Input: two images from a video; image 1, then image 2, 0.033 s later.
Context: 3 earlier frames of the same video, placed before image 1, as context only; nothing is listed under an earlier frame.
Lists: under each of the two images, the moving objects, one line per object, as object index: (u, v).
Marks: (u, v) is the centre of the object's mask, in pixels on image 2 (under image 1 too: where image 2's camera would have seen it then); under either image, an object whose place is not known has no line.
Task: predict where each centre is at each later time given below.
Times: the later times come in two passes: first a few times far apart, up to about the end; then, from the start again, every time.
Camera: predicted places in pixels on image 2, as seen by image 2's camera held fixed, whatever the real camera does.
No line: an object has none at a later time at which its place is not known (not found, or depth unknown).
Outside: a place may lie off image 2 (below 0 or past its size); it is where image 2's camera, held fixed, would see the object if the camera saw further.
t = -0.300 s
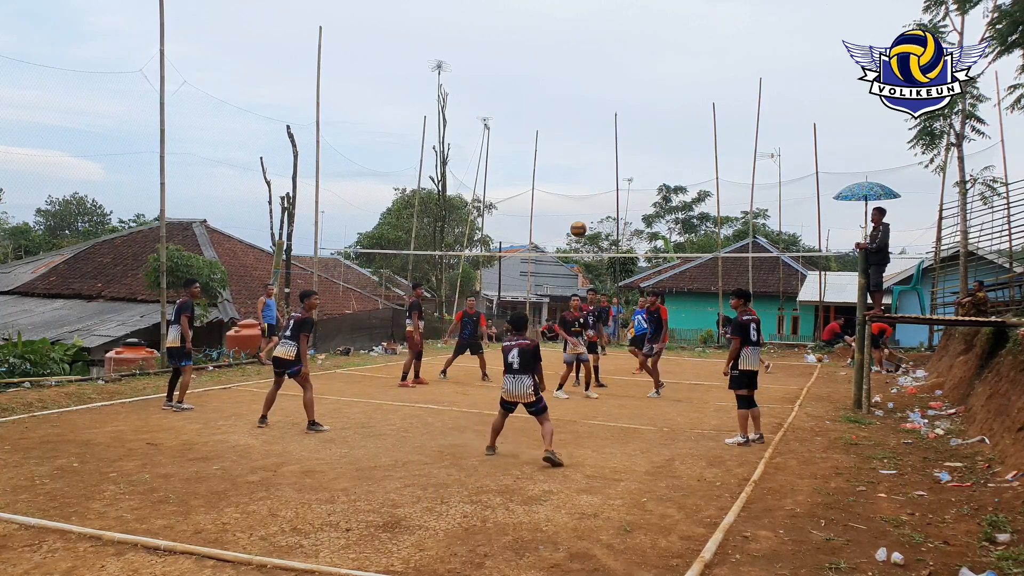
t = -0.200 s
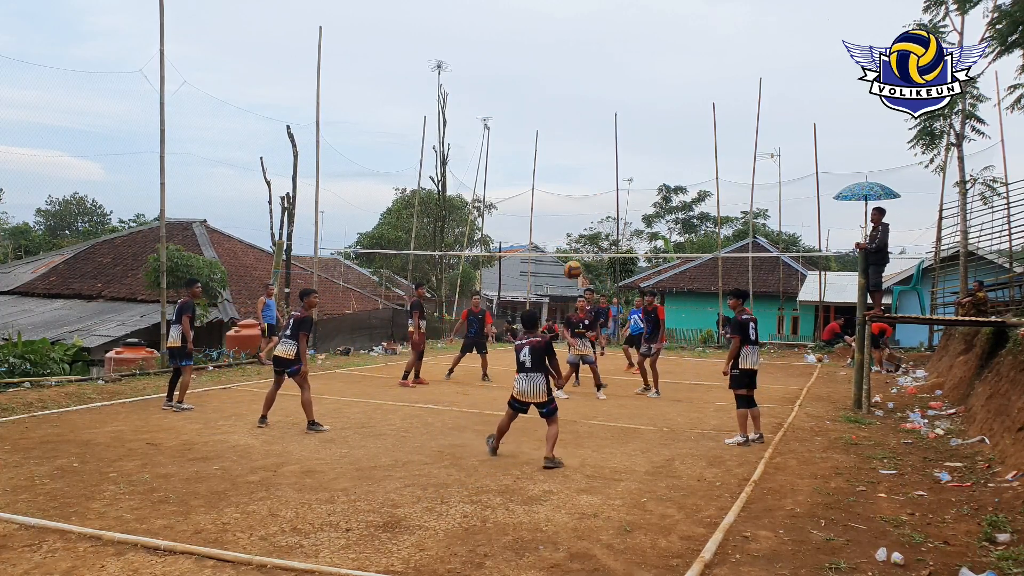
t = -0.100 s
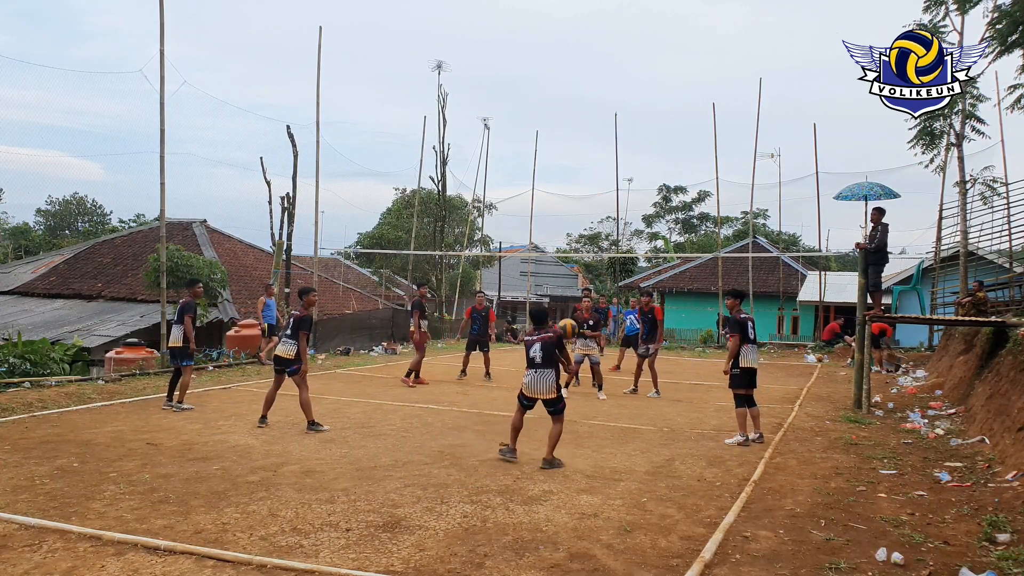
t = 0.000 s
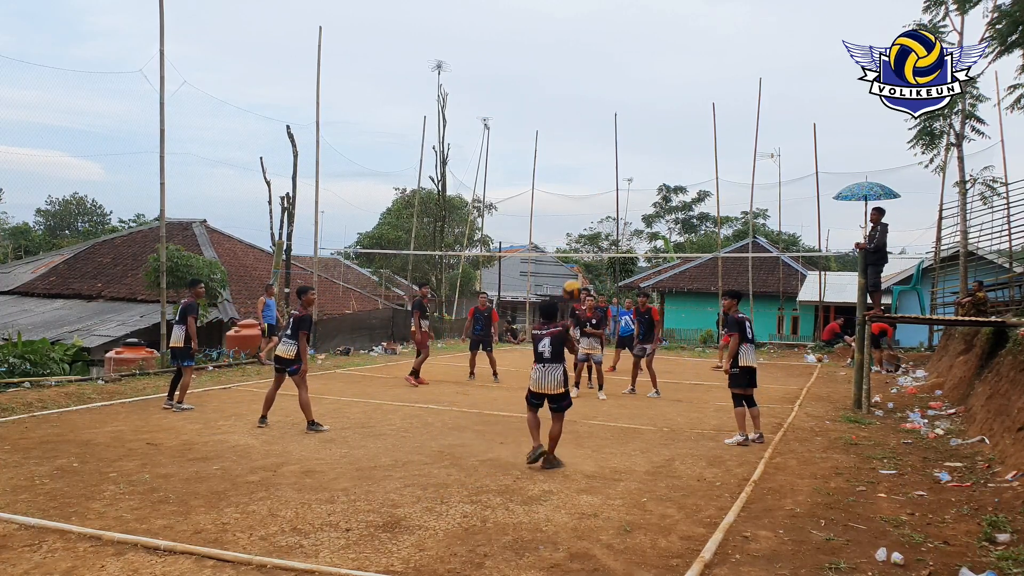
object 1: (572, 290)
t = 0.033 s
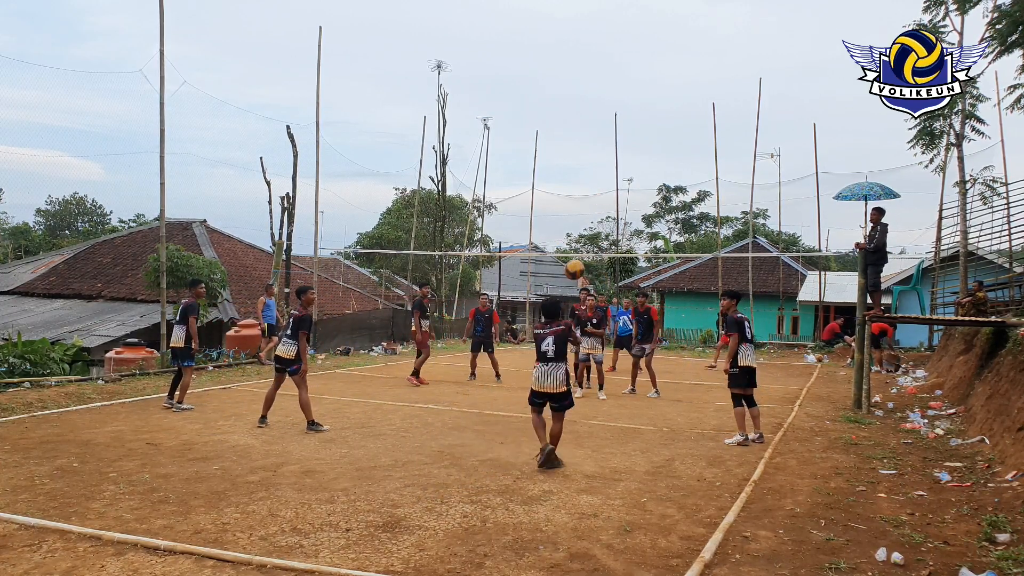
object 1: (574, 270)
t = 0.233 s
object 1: (587, 180)
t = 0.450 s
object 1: (597, 134)
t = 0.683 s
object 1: (602, 129)
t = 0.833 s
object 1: (604, 145)
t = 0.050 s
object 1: (575, 260)
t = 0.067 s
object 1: (577, 251)
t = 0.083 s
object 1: (578, 243)
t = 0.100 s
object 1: (579, 234)
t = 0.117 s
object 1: (580, 226)
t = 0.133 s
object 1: (581, 219)
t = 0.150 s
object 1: (582, 211)
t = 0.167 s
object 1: (583, 205)
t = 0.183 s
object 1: (584, 198)
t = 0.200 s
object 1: (585, 192)
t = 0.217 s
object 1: (586, 186)
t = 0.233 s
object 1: (587, 180)
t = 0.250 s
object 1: (588, 175)
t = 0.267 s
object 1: (589, 170)
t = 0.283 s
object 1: (590, 166)
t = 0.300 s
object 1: (591, 161)
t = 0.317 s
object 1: (591, 157)
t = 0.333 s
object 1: (592, 153)
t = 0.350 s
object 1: (593, 150)
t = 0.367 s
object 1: (594, 147)
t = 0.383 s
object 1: (594, 144)
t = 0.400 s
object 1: (595, 141)
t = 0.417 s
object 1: (596, 138)
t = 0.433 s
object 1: (596, 136)
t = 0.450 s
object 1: (597, 134)
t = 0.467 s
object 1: (597, 132)
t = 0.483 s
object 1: (598, 131)
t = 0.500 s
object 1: (598, 129)
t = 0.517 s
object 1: (599, 128)
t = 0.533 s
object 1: (599, 127)
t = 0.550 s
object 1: (600, 127)
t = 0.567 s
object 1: (600, 126)
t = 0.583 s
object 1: (601, 126)
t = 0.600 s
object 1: (601, 126)
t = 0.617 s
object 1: (601, 126)
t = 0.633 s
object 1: (602, 127)
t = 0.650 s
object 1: (602, 127)
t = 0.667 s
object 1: (602, 128)
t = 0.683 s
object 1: (602, 129)
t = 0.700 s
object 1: (603, 130)
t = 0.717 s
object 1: (603, 132)
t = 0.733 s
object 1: (603, 133)
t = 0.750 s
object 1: (603, 135)
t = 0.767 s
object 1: (603, 136)
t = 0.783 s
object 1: (604, 138)
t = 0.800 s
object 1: (604, 141)
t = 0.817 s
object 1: (604, 143)
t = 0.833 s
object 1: (604, 145)
